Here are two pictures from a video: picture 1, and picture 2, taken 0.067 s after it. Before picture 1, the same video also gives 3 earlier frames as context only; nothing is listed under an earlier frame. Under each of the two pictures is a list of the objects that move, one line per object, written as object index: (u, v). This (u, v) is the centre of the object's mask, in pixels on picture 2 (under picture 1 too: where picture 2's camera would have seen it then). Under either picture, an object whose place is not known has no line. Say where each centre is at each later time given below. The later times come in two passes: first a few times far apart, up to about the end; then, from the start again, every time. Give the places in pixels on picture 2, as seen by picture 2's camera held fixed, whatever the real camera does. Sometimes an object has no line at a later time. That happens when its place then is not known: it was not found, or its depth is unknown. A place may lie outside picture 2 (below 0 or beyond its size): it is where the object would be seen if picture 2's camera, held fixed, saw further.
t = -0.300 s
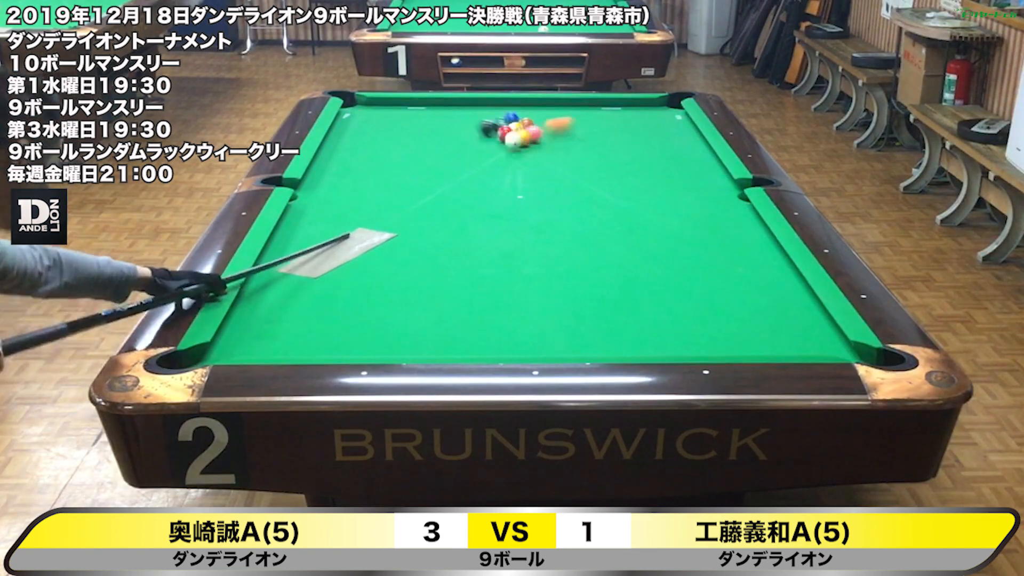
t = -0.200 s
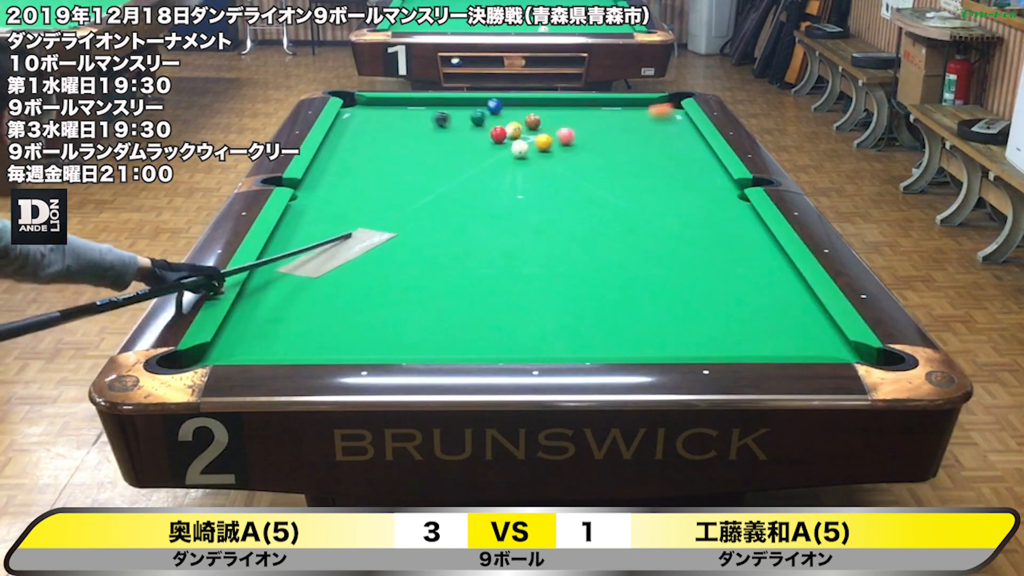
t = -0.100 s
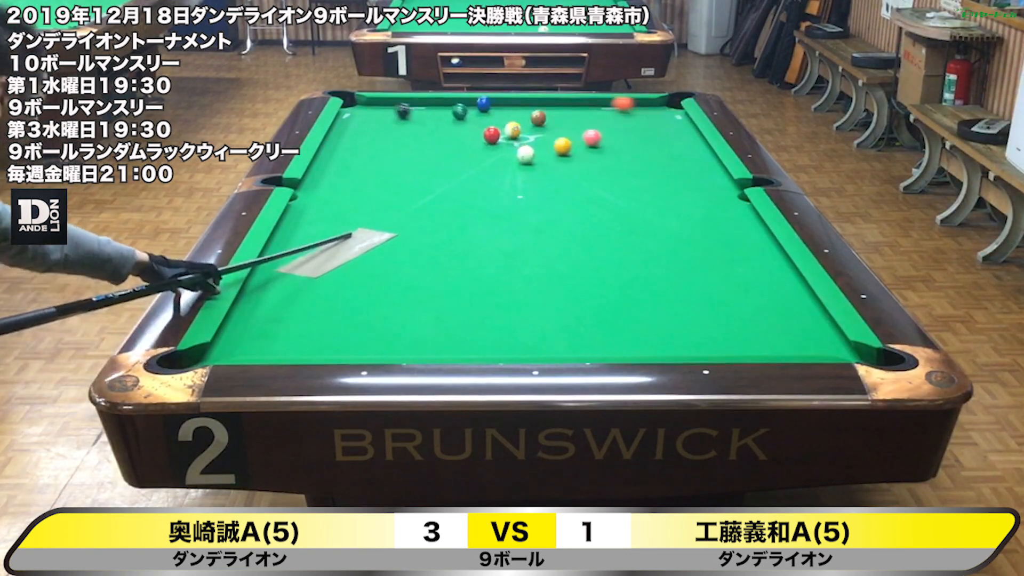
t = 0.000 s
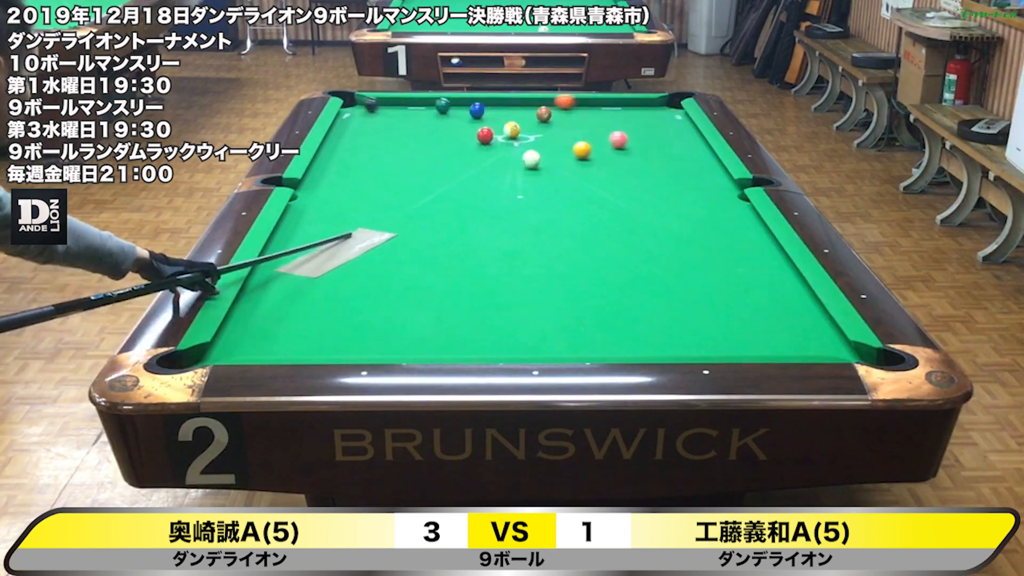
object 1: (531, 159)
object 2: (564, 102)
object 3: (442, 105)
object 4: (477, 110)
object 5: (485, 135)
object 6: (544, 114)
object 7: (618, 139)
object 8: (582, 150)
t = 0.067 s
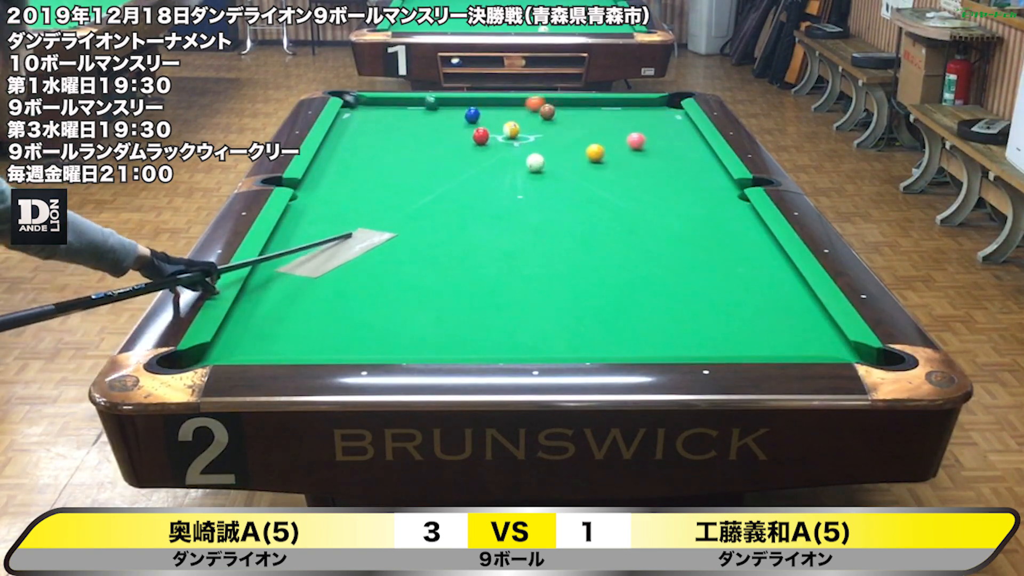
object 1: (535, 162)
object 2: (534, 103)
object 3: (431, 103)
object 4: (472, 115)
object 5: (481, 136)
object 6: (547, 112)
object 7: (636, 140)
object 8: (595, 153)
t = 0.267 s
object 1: (547, 172)
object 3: (406, 106)
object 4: (456, 128)
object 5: (468, 137)
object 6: (557, 105)
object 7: (689, 144)
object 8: (635, 161)
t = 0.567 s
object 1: (565, 187)
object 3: (366, 112)
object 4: (407, 147)
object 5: (473, 143)
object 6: (571, 104)
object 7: (667, 149)
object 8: (698, 173)
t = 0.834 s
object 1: (582, 202)
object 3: (351, 116)
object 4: (354, 162)
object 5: (482, 150)
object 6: (582, 109)
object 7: (631, 153)
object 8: (711, 184)
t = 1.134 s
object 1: (601, 219)
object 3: (371, 122)
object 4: (323, 179)
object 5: (492, 158)
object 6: (594, 114)
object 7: (591, 158)
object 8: (683, 195)
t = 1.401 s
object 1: (620, 234)
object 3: (387, 127)
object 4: (343, 192)
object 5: (501, 164)
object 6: (605, 119)
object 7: (557, 162)
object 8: (658, 205)
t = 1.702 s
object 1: (642, 253)
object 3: (405, 133)
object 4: (367, 207)
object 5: (510, 173)
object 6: (617, 124)
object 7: (520, 165)
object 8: (629, 217)
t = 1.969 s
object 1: (662, 270)
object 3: (421, 137)
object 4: (388, 220)
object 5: (519, 178)
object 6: (627, 128)
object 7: (485, 170)
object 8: (625, 242)
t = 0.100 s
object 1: (537, 164)
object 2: (521, 105)
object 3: (426, 102)
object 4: (469, 117)
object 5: (479, 136)
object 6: (549, 110)
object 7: (645, 141)
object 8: (602, 154)
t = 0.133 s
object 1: (539, 165)
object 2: (507, 105)
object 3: (422, 103)
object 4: (467, 119)
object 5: (477, 136)
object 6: (551, 109)
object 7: (654, 142)
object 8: (608, 155)
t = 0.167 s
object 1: (541, 167)
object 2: (494, 106)
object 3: (417, 103)
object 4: (464, 122)
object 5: (474, 136)
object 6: (552, 108)
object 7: (662, 143)
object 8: (615, 157)
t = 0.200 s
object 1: (543, 169)
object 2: (480, 107)
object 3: (414, 104)
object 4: (462, 124)
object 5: (472, 136)
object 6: (554, 107)
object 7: (671, 143)
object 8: (622, 158)
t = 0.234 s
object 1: (545, 170)
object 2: (467, 108)
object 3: (410, 105)
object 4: (459, 126)
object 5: (470, 136)
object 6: (556, 106)
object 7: (680, 144)
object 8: (628, 159)
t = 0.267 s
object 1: (547, 172)
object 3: (406, 106)
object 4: (456, 128)
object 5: (468, 137)
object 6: (557, 105)
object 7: (689, 144)
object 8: (635, 161)
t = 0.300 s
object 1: (549, 174)
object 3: (402, 107)
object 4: (453, 131)
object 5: (466, 137)
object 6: (559, 104)
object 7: (698, 145)
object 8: (642, 162)
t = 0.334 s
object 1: (551, 175)
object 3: (398, 108)
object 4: (451, 134)
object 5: (464, 137)
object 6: (560, 103)
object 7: (699, 146)
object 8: (649, 163)
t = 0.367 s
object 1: (553, 177)
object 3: (393, 108)
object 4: (446, 136)
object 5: (466, 138)
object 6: (562, 102)
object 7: (694, 146)
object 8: (656, 165)
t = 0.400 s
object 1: (555, 179)
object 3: (387, 108)
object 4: (439, 137)
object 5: (467, 139)
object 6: (564, 102)
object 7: (689, 147)
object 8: (663, 166)
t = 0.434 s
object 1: (557, 180)
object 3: (384, 105)
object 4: (433, 139)
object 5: (469, 140)
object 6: (565, 102)
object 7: (685, 147)
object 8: (669, 167)
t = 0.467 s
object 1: (558, 182)
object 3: (382, 109)
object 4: (427, 141)
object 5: (470, 140)
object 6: (567, 102)
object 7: (680, 148)
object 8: (677, 169)
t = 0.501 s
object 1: (561, 184)
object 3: (375, 111)
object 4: (420, 143)
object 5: (471, 141)
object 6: (568, 103)
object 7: (676, 148)
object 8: (683, 170)
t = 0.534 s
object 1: (563, 185)
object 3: (371, 112)
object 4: (414, 145)
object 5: (472, 142)
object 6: (569, 103)
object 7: (671, 149)
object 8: (691, 172)
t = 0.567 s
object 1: (565, 187)
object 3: (366, 112)
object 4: (407, 147)
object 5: (473, 143)
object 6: (571, 104)
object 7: (667, 149)
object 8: (698, 173)
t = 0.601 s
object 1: (567, 189)
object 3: (362, 111)
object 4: (401, 148)
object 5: (474, 144)
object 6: (572, 105)
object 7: (662, 150)
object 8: (705, 175)
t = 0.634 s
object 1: (569, 191)
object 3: (356, 112)
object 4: (395, 150)
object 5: (475, 145)
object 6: (574, 105)
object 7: (658, 150)
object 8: (712, 176)
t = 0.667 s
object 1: (571, 192)
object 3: (352, 114)
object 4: (388, 152)
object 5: (477, 146)
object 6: (575, 106)
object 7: (653, 151)
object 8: (719, 177)
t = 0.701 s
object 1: (573, 194)
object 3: (347, 114)
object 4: (381, 154)
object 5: (478, 146)
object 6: (576, 107)
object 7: (649, 151)
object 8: (723, 179)
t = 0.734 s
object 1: (575, 196)
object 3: (345, 115)
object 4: (374, 156)
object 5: (479, 147)
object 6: (578, 107)
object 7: (644, 152)
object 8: (720, 180)
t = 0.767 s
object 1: (577, 198)
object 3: (347, 115)
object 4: (368, 158)
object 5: (480, 148)
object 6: (579, 108)
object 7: (640, 152)
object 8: (717, 182)
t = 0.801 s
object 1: (580, 200)
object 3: (349, 115)
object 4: (361, 160)
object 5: (481, 149)
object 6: (580, 109)
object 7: (635, 153)
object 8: (714, 183)
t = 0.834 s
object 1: (582, 202)
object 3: (351, 116)
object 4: (354, 162)
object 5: (482, 150)
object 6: (582, 109)
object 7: (631, 153)
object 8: (711, 184)
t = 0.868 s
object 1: (584, 203)
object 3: (353, 117)
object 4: (347, 164)
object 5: (484, 151)
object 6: (583, 110)
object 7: (627, 154)
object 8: (708, 185)
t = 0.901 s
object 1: (586, 205)
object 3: (356, 118)
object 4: (340, 166)
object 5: (485, 152)
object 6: (584, 110)
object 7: (622, 154)
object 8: (705, 186)
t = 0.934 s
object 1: (588, 207)
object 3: (358, 118)
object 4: (333, 168)
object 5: (486, 153)
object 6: (586, 111)
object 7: (618, 155)
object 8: (702, 188)
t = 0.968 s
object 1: (590, 209)
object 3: (360, 120)
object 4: (325, 170)
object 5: (487, 154)
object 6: (587, 111)
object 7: (613, 155)
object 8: (698, 189)
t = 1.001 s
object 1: (592, 211)
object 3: (362, 120)
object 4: (318, 172)
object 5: (488, 154)
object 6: (589, 112)
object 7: (609, 156)
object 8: (695, 190)
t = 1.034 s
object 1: (595, 213)
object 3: (365, 121)
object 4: (315, 174)
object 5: (489, 155)
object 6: (590, 113)
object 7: (604, 156)
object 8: (692, 191)
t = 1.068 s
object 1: (597, 215)
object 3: (367, 121)
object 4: (318, 176)
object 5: (490, 156)
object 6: (591, 113)
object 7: (600, 157)
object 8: (689, 193)
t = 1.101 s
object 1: (599, 217)
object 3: (369, 121)
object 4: (320, 178)
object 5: (491, 157)
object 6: (593, 114)
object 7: (596, 157)
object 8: (686, 194)
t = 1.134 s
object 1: (601, 219)
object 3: (371, 122)
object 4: (323, 179)
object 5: (492, 158)
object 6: (594, 114)
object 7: (591, 158)
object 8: (683, 195)
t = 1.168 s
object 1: (604, 221)
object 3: (373, 123)
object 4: (326, 181)
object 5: (494, 159)
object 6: (596, 115)
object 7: (587, 158)
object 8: (680, 196)
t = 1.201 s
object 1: (606, 222)
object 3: (375, 123)
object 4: (328, 182)
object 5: (495, 159)
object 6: (597, 115)
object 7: (583, 159)
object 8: (677, 198)
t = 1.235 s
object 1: (608, 224)
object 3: (377, 124)
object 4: (330, 184)
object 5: (497, 160)
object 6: (598, 116)
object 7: (578, 159)
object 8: (673, 199)
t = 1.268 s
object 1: (611, 226)
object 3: (379, 125)
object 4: (333, 185)
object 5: (498, 158)
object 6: (600, 116)
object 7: (574, 160)
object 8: (670, 200)
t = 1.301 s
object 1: (613, 229)
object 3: (381, 125)
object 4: (336, 187)
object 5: (498, 159)
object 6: (601, 117)
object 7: (570, 160)
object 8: (667, 202)
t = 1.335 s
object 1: (615, 230)
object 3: (383, 126)
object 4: (338, 188)
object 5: (498, 162)
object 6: (602, 118)
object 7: (565, 161)
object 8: (664, 203)
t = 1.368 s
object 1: (618, 232)
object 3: (385, 126)
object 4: (341, 190)
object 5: (500, 164)
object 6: (604, 118)
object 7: (561, 161)
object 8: (661, 204)
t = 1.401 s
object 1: (620, 234)
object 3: (387, 127)
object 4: (343, 192)
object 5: (501, 164)
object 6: (605, 119)
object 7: (557, 162)
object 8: (658, 205)
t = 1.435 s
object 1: (622, 237)
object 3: (389, 128)
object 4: (346, 193)
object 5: (502, 165)
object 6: (606, 120)
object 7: (553, 162)
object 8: (655, 207)
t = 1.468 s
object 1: (625, 239)
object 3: (391, 129)
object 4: (348, 195)
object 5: (503, 166)
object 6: (607, 120)
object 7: (548, 163)
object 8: (651, 208)
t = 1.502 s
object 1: (627, 240)
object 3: (393, 129)
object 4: (351, 197)
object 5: (504, 167)
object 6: (609, 120)
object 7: (544, 163)
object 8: (648, 209)
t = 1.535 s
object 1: (629, 243)
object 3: (396, 131)
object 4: (353, 198)
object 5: (505, 168)
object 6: (610, 121)
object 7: (540, 164)
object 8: (645, 210)
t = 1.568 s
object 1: (632, 244)
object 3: (398, 132)
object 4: (356, 200)
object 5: (506, 169)
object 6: (612, 122)
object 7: (536, 164)
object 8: (642, 212)
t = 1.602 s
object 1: (634, 246)
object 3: (399, 132)
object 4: (359, 201)
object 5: (507, 169)
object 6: (613, 122)
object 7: (531, 165)
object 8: (638, 213)
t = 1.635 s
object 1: (637, 249)
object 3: (401, 132)
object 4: (361, 203)
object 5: (508, 170)
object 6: (614, 123)
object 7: (527, 165)
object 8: (635, 214)
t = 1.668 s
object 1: (639, 251)
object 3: (403, 132)
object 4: (364, 205)
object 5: (509, 172)
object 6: (615, 123)
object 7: (523, 165)
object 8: (632, 216)
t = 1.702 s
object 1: (642, 253)
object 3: (405, 133)
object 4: (367, 207)
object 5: (510, 173)
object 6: (617, 124)
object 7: (520, 165)
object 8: (629, 217)
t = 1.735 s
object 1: (644, 255)
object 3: (407, 133)
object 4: (369, 208)
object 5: (511, 174)
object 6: (618, 124)
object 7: (516, 163)
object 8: (626, 218)
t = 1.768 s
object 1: (647, 257)
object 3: (409, 133)
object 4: (372, 210)
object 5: (512, 174)
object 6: (619, 125)
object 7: (510, 162)
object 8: (624, 221)
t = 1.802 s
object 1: (649, 259)
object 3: (411, 134)
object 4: (375, 212)
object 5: (514, 175)
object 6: (621, 125)
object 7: (504, 166)
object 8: (625, 225)
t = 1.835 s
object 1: (652, 261)
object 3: (413, 135)
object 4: (377, 213)
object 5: (514, 175)
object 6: (622, 126)
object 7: (501, 168)
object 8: (625, 228)
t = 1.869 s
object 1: (654, 264)
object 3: (415, 135)
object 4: (380, 215)
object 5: (515, 176)
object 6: (623, 126)
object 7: (498, 169)
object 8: (625, 232)
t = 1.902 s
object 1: (657, 266)
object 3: (417, 136)
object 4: (383, 216)
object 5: (517, 177)
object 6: (624, 127)
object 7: (494, 169)
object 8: (625, 235)
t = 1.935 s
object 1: (659, 268)
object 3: (419, 136)
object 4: (386, 218)
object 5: (518, 177)
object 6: (626, 127)
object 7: (490, 170)
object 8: (625, 239)
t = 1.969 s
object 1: (662, 270)
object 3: (421, 137)
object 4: (388, 220)
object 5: (519, 178)
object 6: (627, 128)
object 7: (485, 170)
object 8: (625, 242)
